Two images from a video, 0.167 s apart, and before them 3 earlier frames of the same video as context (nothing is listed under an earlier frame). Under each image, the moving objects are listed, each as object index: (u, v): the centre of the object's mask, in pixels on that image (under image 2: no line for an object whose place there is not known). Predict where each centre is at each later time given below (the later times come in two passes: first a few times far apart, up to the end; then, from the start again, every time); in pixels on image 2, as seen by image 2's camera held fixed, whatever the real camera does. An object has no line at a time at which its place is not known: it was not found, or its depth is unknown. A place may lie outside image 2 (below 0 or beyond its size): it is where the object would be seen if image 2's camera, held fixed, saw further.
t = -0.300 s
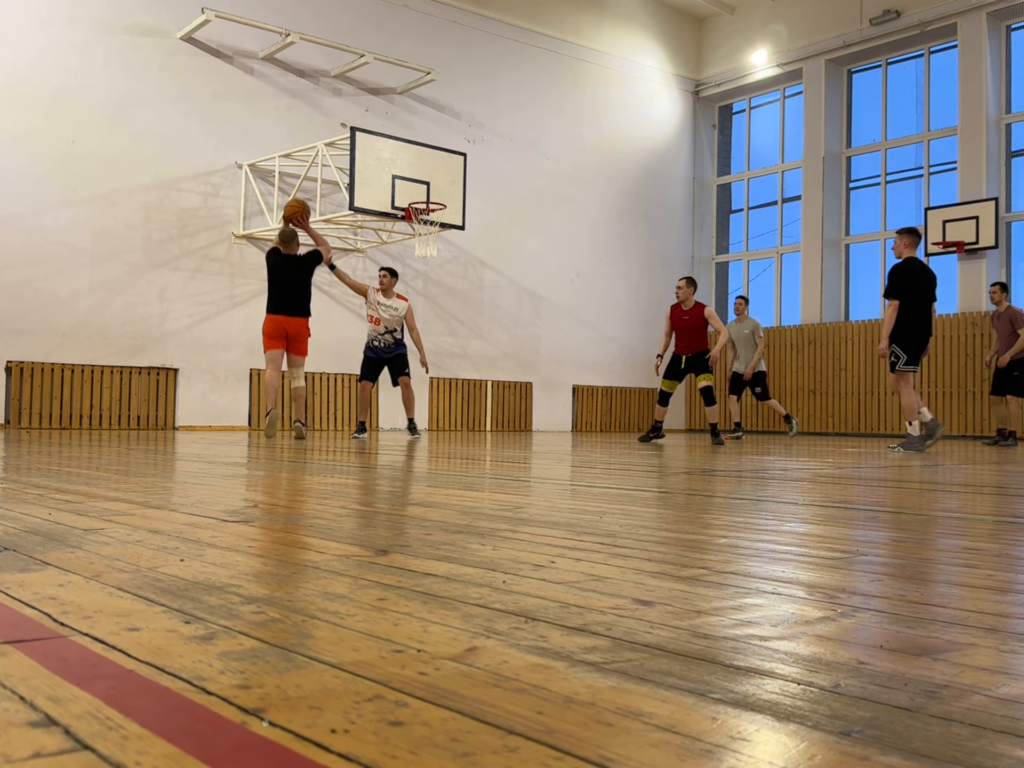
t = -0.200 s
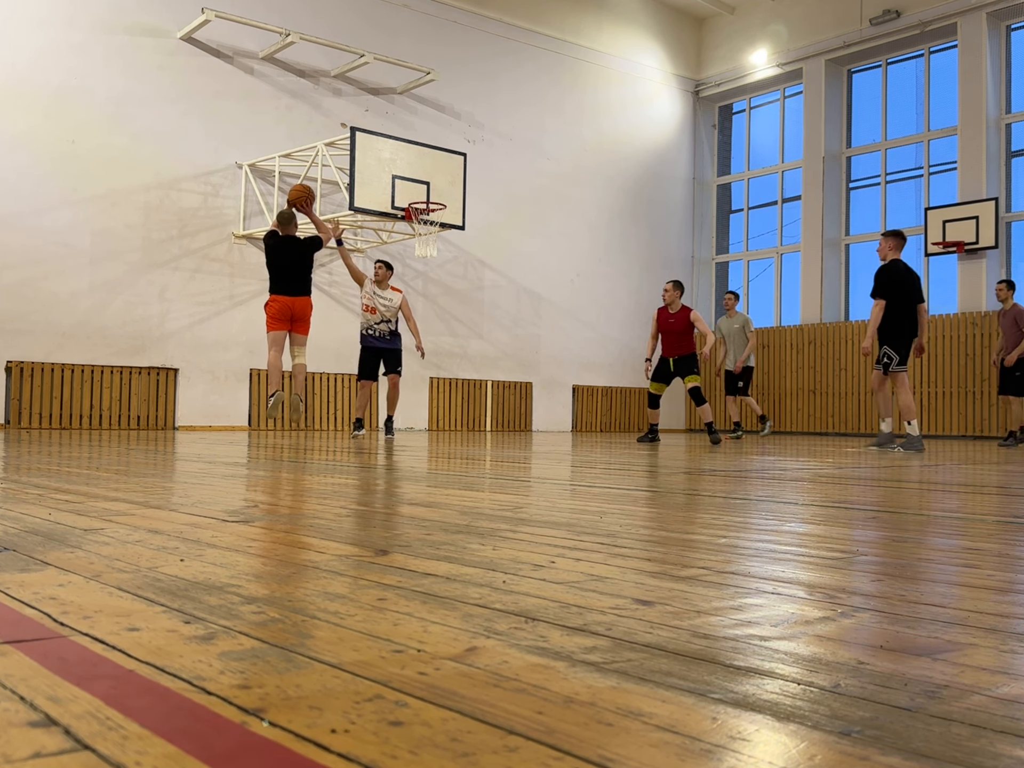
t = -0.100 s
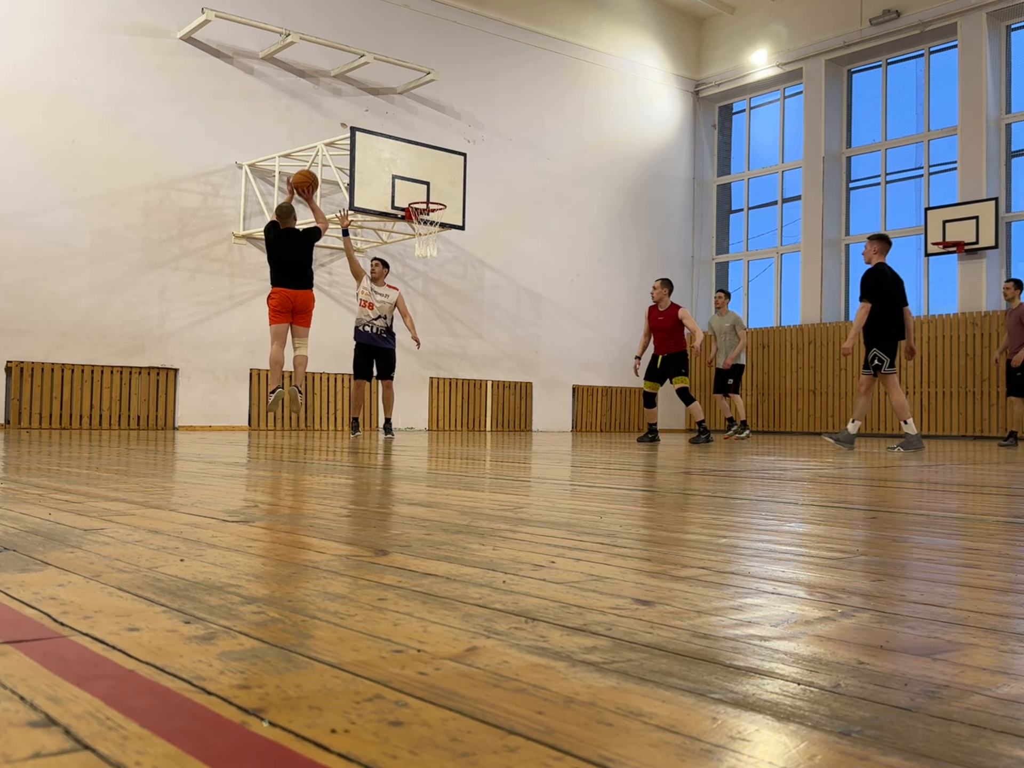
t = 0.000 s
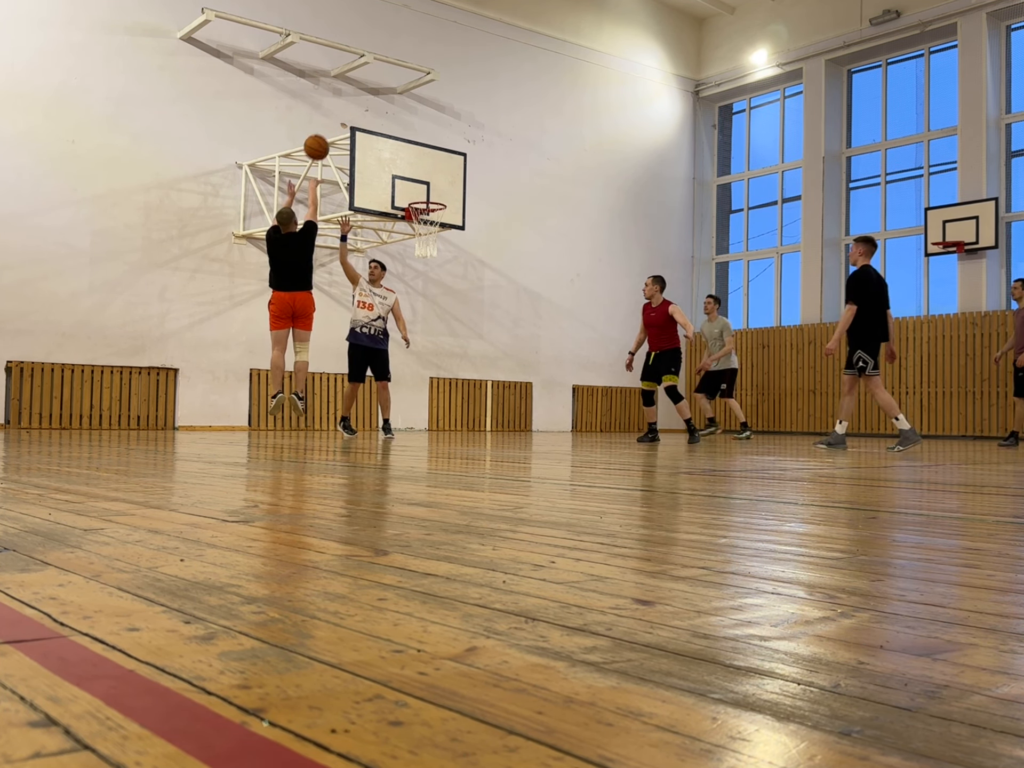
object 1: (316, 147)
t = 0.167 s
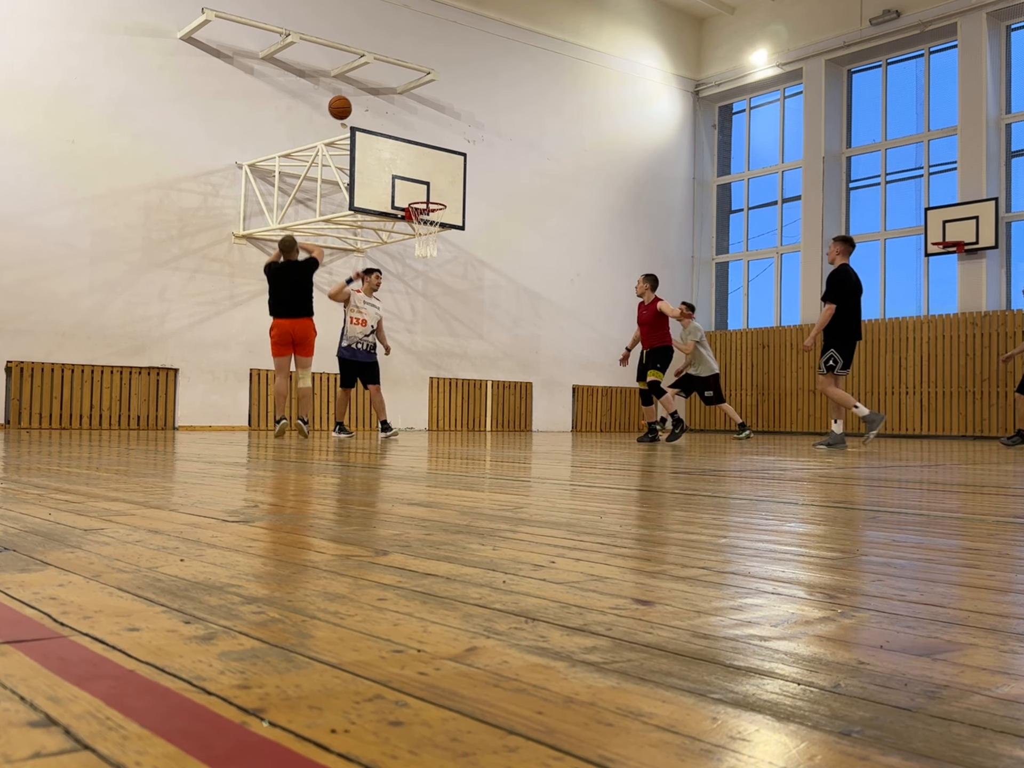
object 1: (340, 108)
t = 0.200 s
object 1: (344, 103)
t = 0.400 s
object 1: (366, 100)
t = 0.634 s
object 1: (388, 137)
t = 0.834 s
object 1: (403, 197)
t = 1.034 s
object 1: (413, 188)
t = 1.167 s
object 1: (422, 196)
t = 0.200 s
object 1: (344, 103)
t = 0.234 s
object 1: (348, 100)
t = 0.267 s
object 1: (352, 98)
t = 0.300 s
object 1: (356, 97)
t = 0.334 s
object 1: (359, 97)
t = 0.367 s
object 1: (363, 98)
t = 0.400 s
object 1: (366, 100)
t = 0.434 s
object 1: (370, 103)
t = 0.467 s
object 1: (373, 106)
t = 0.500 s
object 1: (376, 111)
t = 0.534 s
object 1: (379, 117)
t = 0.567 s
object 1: (382, 123)
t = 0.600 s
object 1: (385, 130)
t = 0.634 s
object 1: (388, 137)
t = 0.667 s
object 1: (391, 146)
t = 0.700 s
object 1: (393, 155)
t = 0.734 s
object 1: (396, 164)
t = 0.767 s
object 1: (399, 175)
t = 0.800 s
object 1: (401, 186)
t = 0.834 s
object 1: (403, 197)
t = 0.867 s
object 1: (402, 197)
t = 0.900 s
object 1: (405, 194)
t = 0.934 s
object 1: (407, 191)
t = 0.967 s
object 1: (409, 189)
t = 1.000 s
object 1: (411, 188)
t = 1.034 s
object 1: (413, 188)
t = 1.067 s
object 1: (415, 189)
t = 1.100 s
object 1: (417, 190)
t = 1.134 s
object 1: (420, 193)
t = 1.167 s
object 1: (422, 196)
